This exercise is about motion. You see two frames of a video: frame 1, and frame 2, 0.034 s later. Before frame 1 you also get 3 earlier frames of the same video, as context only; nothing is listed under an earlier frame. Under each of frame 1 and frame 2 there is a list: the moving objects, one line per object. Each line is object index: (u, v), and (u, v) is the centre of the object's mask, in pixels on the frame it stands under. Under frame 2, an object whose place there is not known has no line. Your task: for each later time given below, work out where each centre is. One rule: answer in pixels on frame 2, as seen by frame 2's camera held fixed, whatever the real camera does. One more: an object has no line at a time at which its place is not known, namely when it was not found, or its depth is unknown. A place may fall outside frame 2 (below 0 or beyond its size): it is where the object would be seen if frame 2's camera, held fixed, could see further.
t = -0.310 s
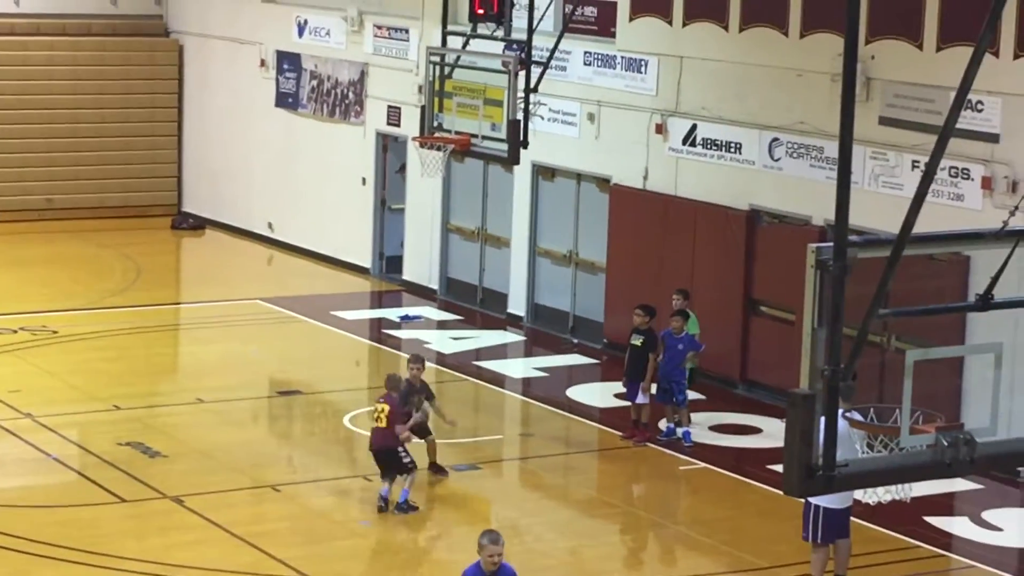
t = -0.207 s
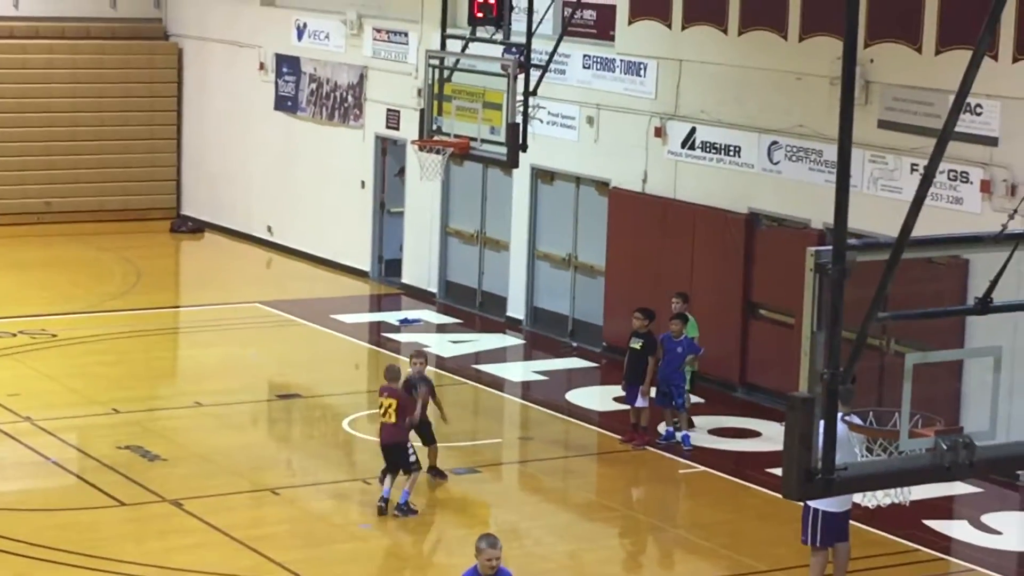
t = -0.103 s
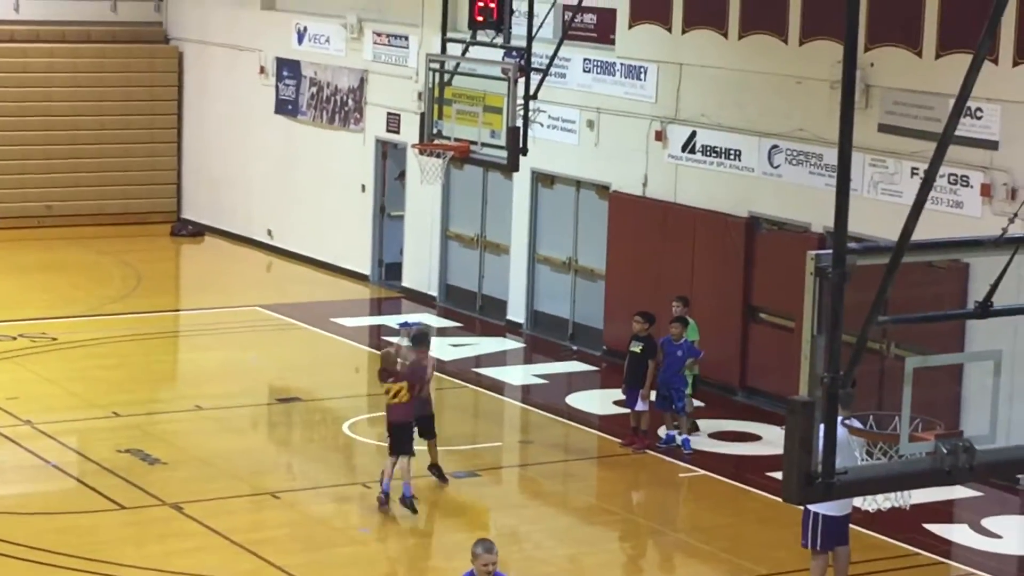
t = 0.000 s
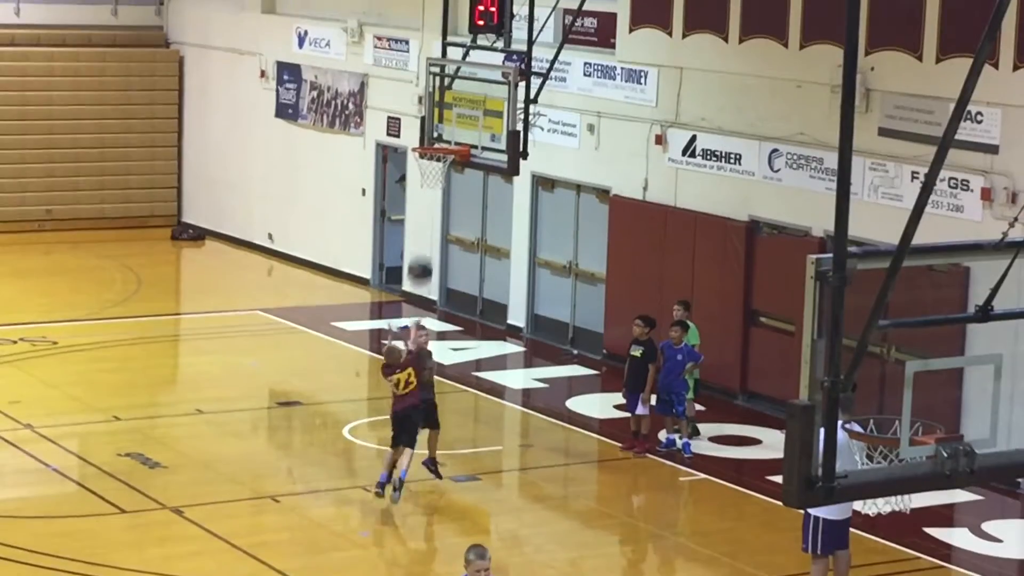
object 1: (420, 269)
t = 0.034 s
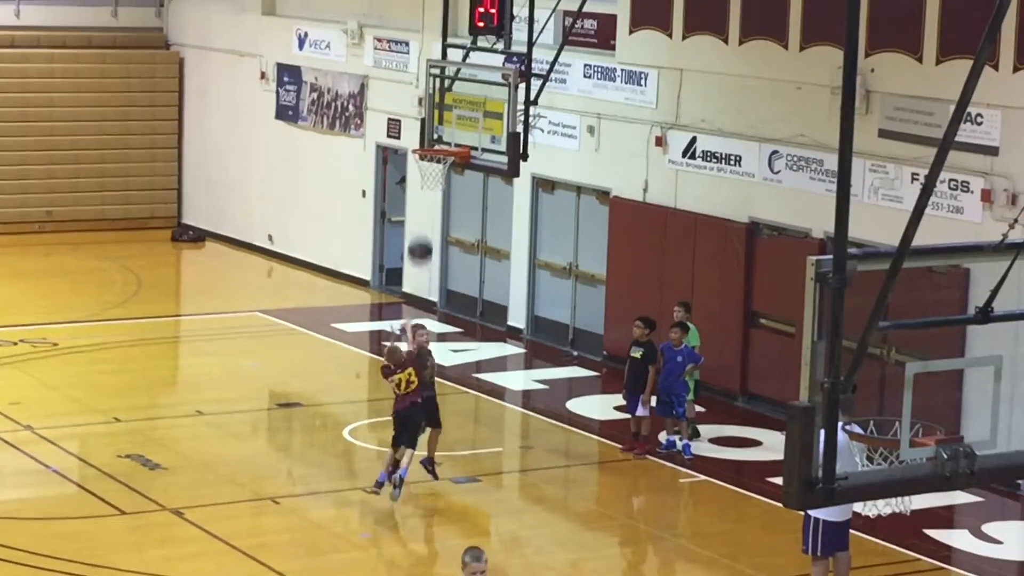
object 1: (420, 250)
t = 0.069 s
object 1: (420, 229)
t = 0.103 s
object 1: (419, 210)
